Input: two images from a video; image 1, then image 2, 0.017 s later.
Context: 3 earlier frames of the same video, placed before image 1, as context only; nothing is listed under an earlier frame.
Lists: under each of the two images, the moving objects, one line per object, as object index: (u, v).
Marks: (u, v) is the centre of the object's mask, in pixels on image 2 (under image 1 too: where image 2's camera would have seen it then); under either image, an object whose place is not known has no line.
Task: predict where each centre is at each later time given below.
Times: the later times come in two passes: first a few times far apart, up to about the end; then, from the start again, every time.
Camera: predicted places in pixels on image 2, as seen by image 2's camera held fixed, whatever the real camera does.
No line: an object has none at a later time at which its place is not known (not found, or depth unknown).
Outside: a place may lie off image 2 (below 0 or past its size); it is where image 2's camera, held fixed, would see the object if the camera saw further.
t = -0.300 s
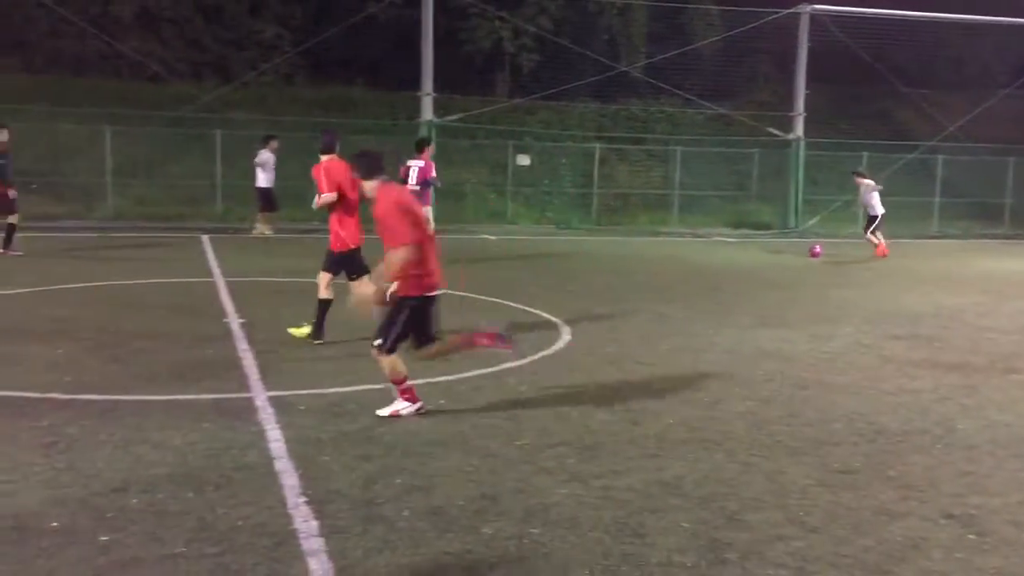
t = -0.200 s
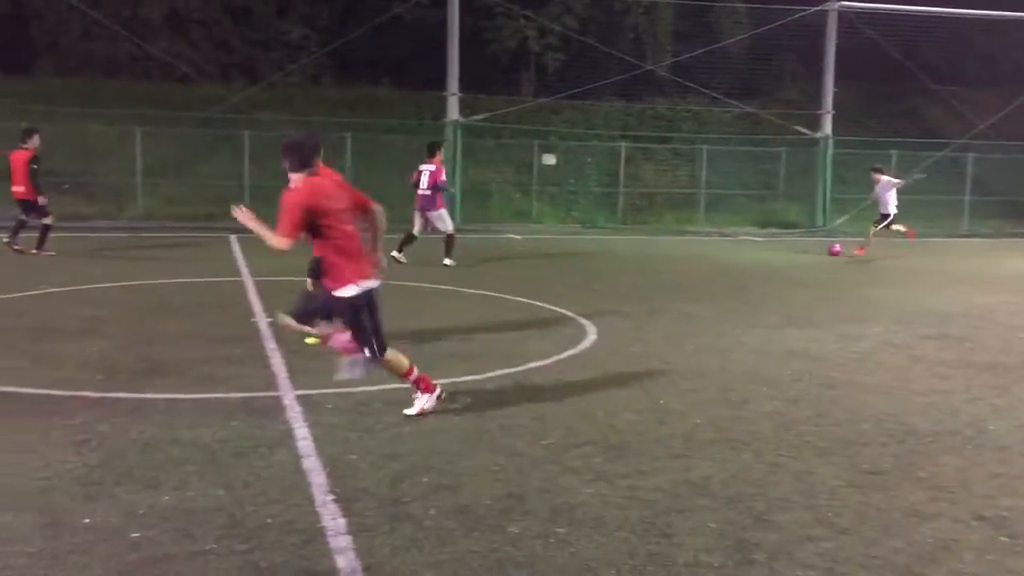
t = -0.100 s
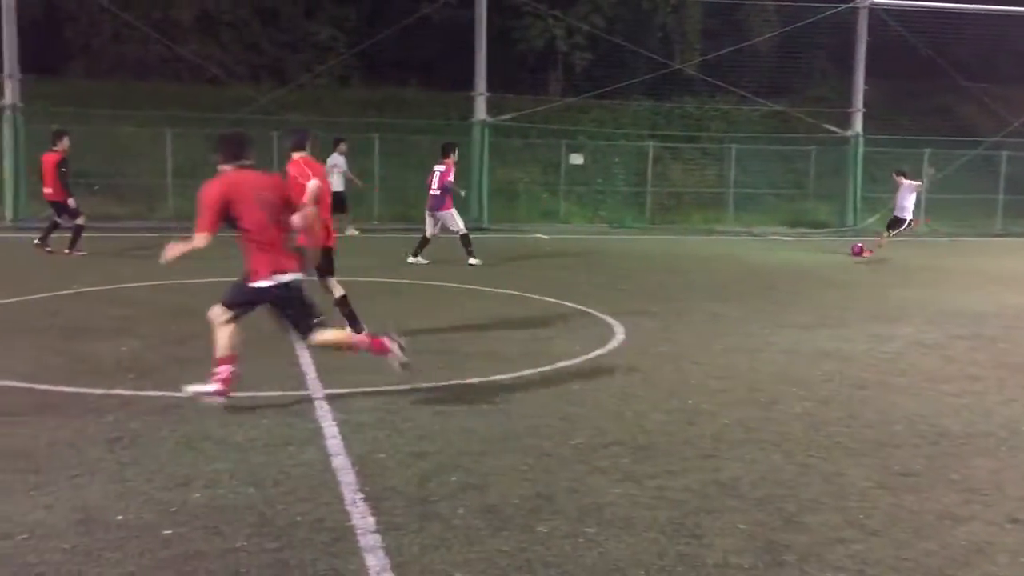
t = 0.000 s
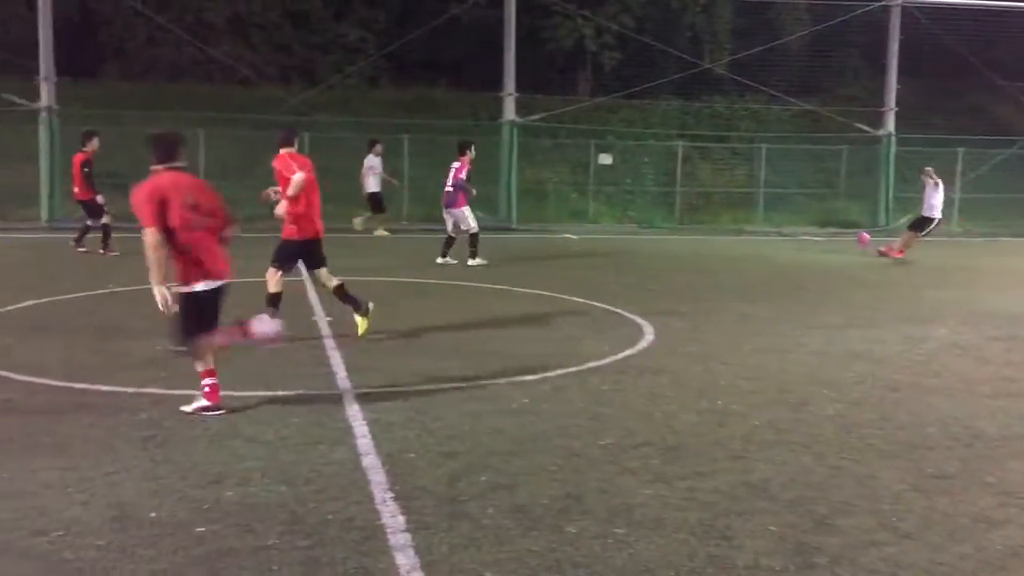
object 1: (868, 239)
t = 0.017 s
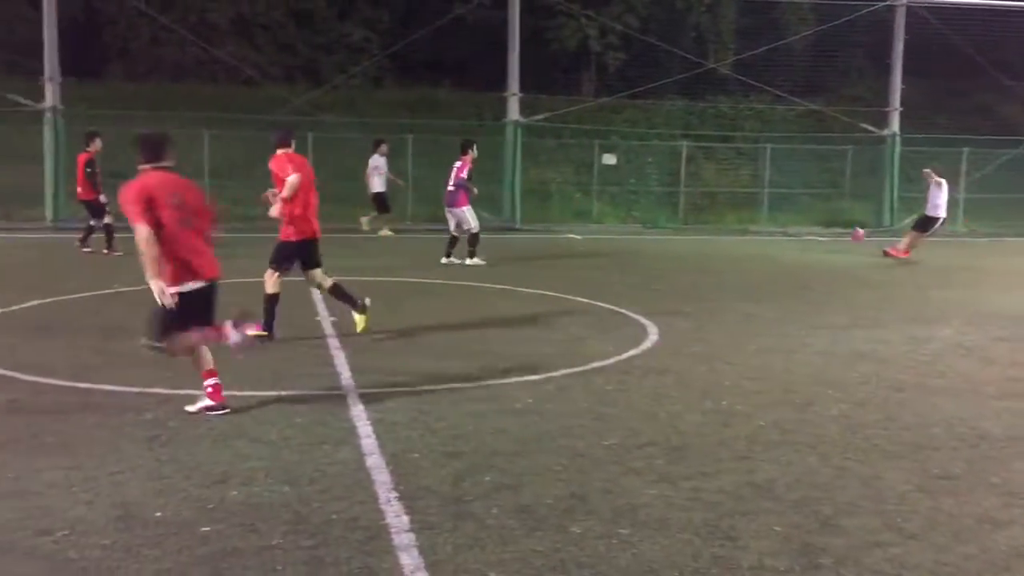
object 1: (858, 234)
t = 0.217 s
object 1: (711, 173)
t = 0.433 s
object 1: (506, 106)
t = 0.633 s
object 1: (241, 41)
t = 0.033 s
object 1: (846, 228)
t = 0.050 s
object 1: (836, 224)
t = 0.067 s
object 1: (823, 218)
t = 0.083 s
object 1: (813, 214)
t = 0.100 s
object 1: (801, 209)
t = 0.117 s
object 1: (789, 204)
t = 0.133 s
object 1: (776, 199)
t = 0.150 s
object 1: (765, 194)
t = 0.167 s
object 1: (751, 188)
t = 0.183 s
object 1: (738, 184)
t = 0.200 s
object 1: (726, 178)
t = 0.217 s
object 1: (711, 173)
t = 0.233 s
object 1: (698, 168)
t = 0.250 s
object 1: (683, 163)
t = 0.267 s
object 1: (669, 158)
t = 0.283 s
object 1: (656, 153)
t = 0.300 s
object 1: (640, 148)
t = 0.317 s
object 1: (624, 143)
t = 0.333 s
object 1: (609, 137)
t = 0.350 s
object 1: (592, 132)
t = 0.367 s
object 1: (576, 127)
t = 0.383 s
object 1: (559, 121)
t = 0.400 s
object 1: (541, 116)
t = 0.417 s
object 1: (524, 111)
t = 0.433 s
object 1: (506, 106)
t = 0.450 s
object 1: (487, 99)
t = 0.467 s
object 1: (469, 94)
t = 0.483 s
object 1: (450, 89)
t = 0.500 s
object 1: (429, 83)
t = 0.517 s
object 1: (408, 79)
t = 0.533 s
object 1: (387, 73)
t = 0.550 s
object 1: (364, 68)
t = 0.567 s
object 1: (341, 62)
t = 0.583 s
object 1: (317, 57)
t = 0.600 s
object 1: (293, 51)
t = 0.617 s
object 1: (268, 46)
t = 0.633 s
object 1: (241, 41)
